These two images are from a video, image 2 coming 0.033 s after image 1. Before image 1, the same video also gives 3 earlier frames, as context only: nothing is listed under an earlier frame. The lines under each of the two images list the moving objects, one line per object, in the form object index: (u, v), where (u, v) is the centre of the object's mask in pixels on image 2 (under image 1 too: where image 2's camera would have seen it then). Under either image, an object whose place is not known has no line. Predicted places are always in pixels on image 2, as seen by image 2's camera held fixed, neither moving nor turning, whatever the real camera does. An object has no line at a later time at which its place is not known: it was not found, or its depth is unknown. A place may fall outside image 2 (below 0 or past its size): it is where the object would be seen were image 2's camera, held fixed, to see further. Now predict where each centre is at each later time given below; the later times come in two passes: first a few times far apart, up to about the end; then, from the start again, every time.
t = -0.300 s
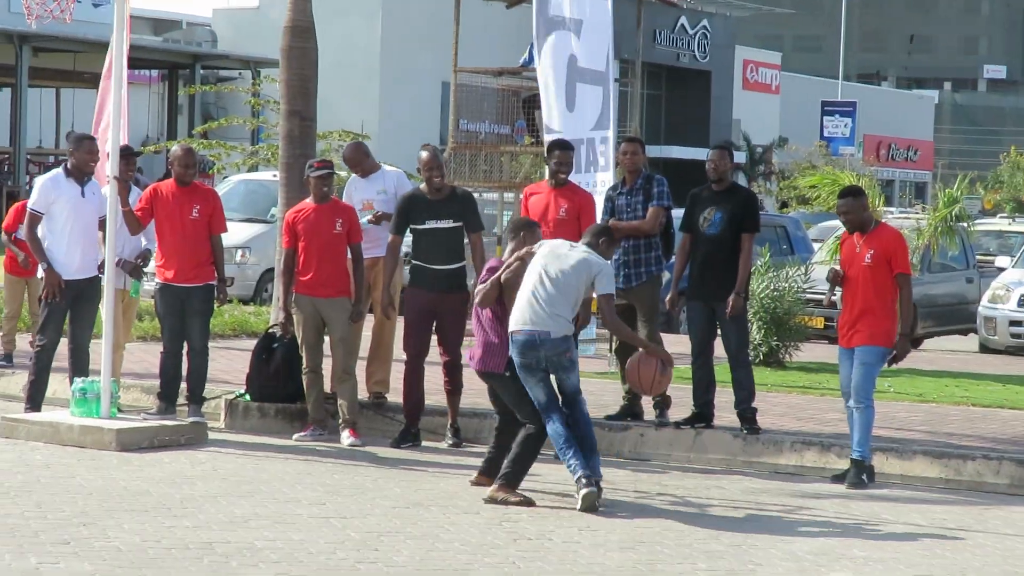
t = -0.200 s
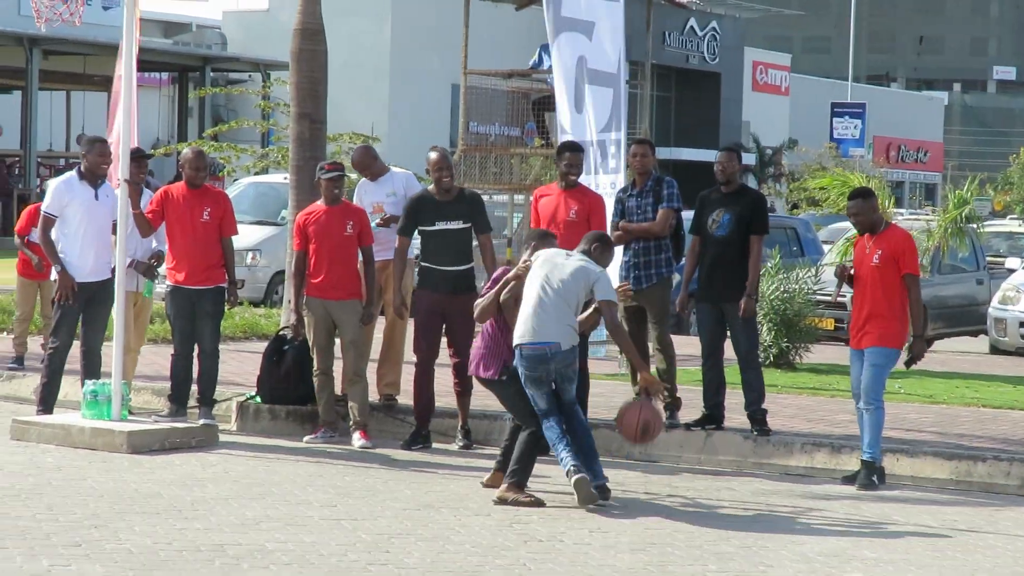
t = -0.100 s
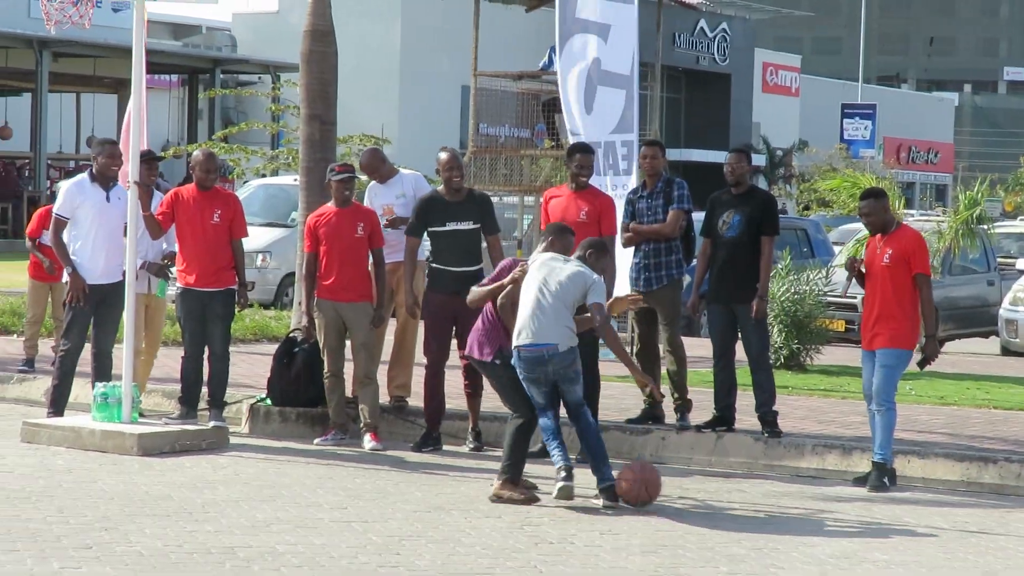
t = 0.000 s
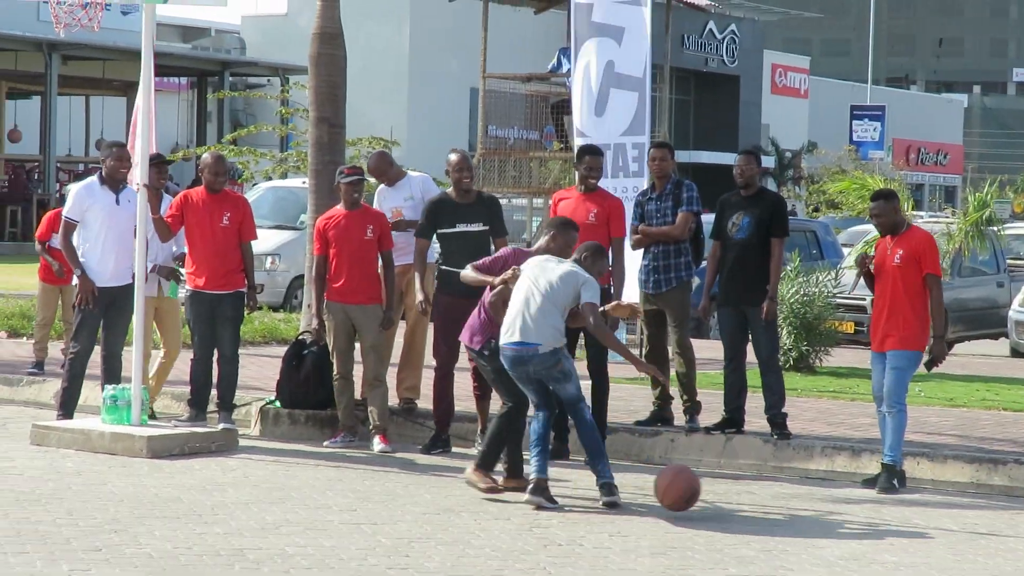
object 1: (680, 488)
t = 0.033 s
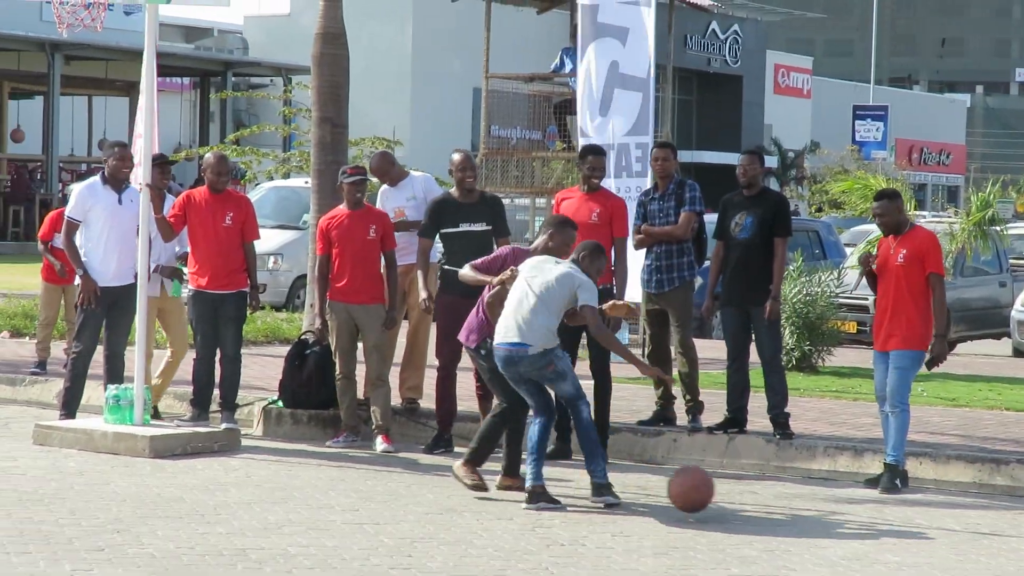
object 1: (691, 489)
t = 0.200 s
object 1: (746, 496)
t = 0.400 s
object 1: (814, 507)
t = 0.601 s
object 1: (887, 517)
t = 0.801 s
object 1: (963, 532)
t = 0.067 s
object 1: (702, 492)
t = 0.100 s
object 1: (713, 498)
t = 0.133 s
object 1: (724, 500)
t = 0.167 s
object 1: (735, 497)
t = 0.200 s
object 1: (746, 496)
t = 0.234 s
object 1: (757, 497)
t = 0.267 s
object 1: (768, 500)
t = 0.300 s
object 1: (779, 506)
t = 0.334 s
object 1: (790, 513)
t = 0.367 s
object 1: (802, 509)
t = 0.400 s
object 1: (814, 507)
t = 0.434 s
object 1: (827, 508)
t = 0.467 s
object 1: (838, 511)
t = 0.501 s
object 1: (850, 517)
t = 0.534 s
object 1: (862, 524)
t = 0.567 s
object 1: (875, 520)
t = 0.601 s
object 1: (887, 517)
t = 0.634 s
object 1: (900, 517)
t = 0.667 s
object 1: (912, 519)
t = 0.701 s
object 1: (924, 524)
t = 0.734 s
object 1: (937, 531)
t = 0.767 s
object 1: (951, 536)
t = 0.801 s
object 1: (963, 532)
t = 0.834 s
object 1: (977, 531)
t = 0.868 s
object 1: (987, 533)
